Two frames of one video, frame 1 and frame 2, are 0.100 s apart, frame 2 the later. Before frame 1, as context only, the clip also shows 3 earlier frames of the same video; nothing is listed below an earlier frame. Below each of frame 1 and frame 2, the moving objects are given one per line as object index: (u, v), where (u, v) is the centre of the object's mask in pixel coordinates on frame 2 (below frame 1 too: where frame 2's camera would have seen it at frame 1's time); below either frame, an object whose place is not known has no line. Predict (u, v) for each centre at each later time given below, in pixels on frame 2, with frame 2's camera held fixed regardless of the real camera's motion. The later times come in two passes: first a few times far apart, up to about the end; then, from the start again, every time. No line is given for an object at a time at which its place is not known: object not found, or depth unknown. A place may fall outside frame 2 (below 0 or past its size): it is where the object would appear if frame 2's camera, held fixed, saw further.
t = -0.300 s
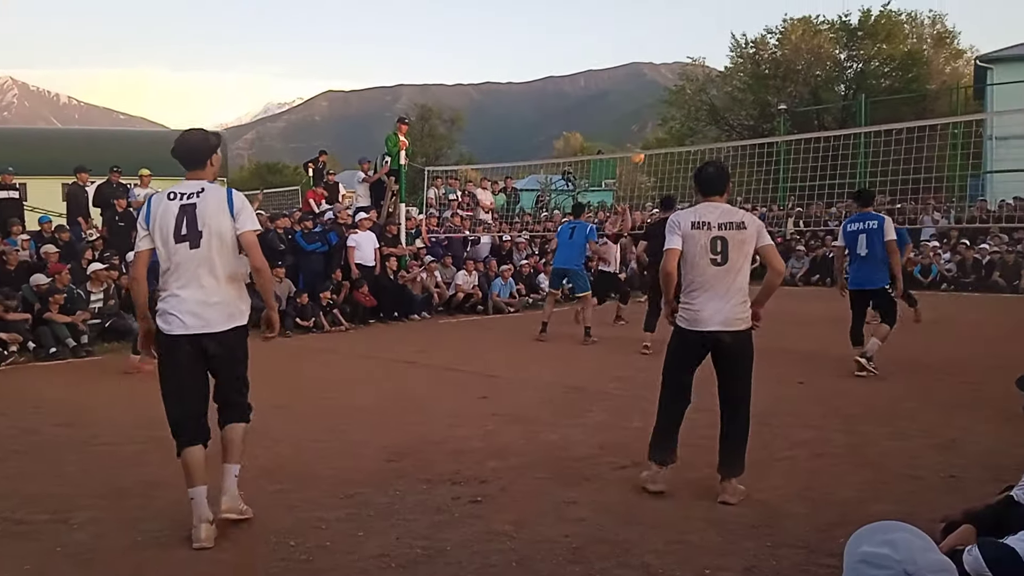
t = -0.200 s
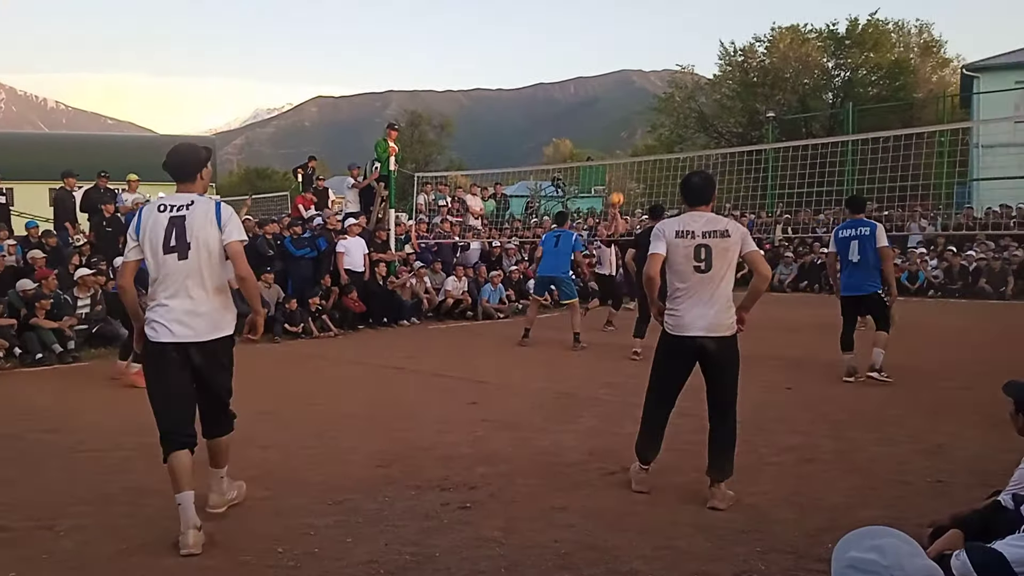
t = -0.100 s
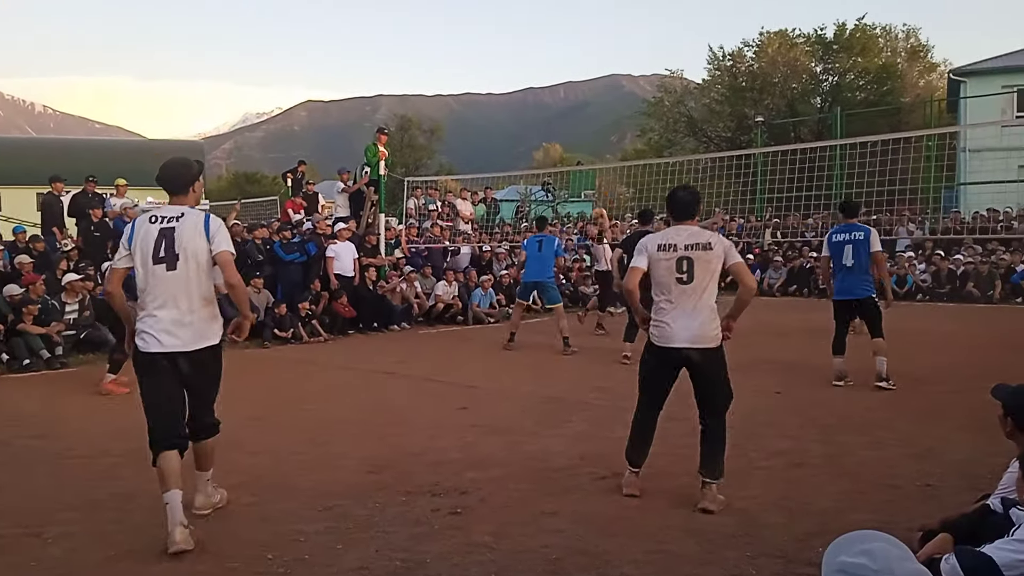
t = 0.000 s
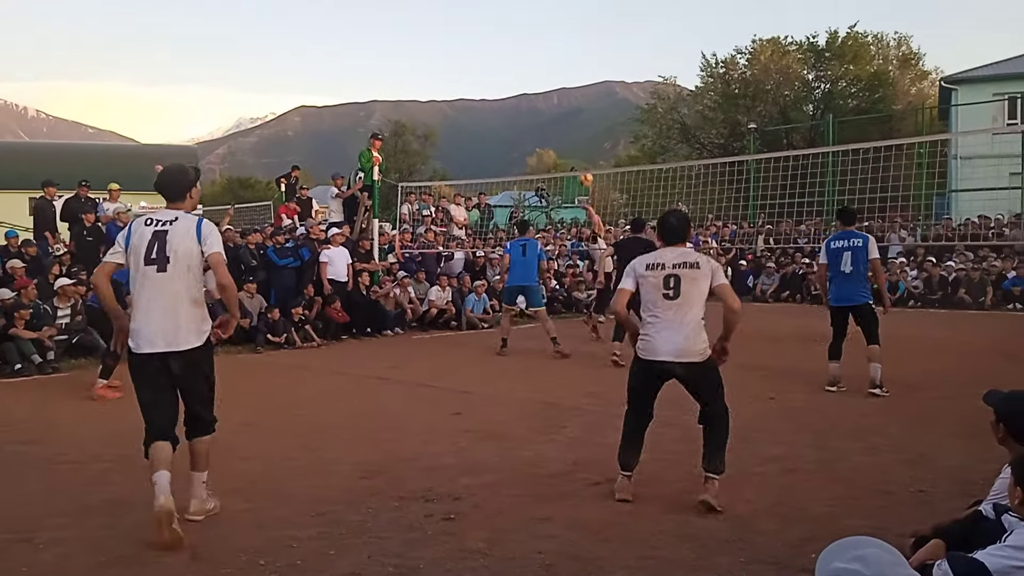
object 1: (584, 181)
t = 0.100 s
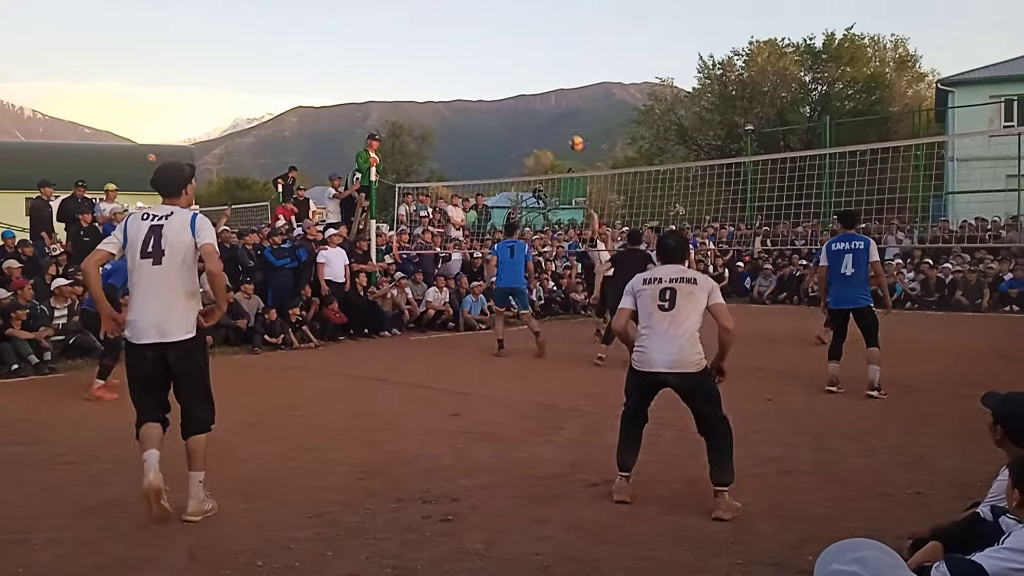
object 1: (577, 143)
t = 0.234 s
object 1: (567, 105)
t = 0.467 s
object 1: (551, 70)
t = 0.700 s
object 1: (538, 70)
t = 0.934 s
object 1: (527, 103)
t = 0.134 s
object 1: (574, 133)
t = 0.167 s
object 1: (572, 123)
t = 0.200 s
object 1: (570, 114)
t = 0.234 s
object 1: (567, 105)
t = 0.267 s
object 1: (565, 99)
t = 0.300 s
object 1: (563, 92)
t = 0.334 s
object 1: (561, 86)
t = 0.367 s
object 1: (558, 81)
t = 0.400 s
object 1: (556, 76)
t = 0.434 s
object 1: (554, 73)
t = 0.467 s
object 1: (551, 70)
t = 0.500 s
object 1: (549, 68)
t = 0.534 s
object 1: (547, 66)
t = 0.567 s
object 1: (545, 65)
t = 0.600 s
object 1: (543, 65)
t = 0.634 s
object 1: (542, 66)
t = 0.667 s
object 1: (540, 67)
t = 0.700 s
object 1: (538, 70)
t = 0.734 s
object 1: (537, 72)
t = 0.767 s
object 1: (535, 75)
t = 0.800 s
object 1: (533, 79)
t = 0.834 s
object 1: (531, 84)
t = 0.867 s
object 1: (529, 90)
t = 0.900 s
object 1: (529, 96)
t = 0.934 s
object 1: (527, 103)
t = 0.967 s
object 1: (525, 111)
